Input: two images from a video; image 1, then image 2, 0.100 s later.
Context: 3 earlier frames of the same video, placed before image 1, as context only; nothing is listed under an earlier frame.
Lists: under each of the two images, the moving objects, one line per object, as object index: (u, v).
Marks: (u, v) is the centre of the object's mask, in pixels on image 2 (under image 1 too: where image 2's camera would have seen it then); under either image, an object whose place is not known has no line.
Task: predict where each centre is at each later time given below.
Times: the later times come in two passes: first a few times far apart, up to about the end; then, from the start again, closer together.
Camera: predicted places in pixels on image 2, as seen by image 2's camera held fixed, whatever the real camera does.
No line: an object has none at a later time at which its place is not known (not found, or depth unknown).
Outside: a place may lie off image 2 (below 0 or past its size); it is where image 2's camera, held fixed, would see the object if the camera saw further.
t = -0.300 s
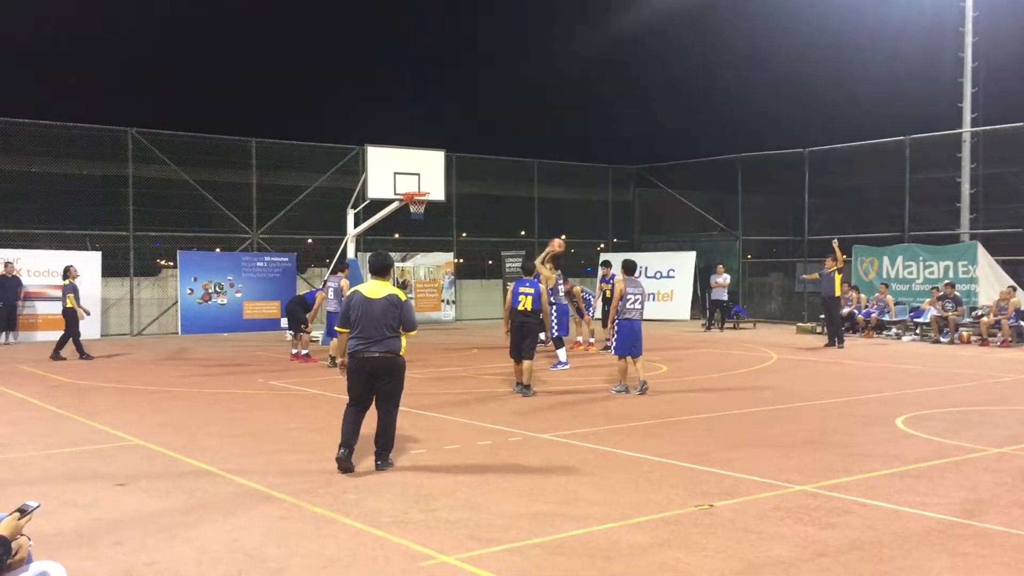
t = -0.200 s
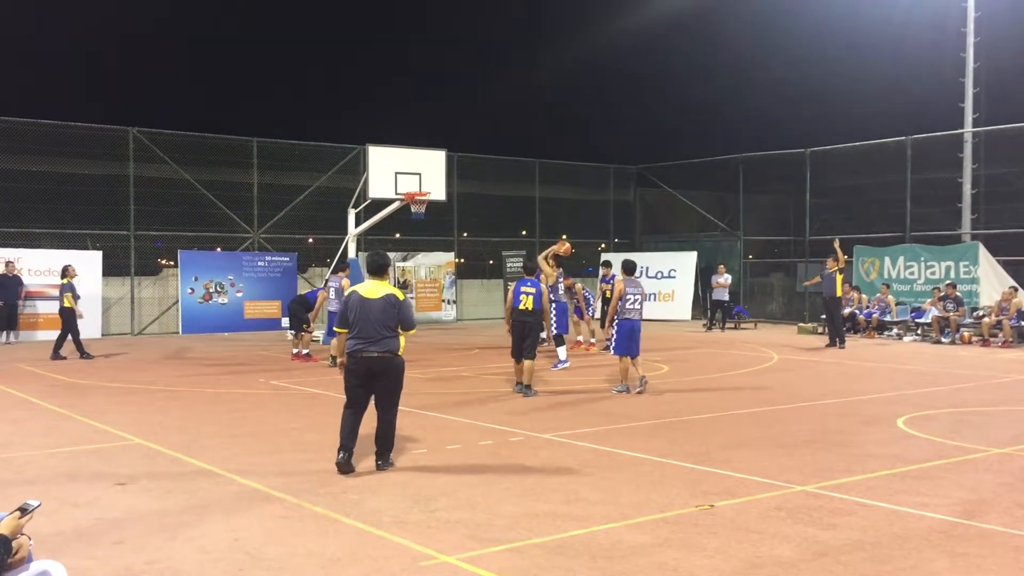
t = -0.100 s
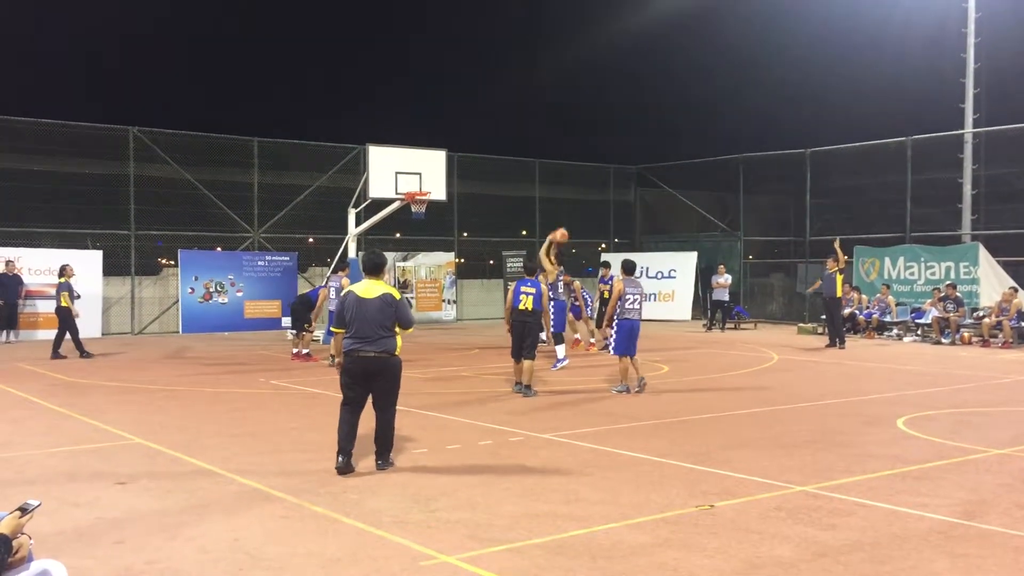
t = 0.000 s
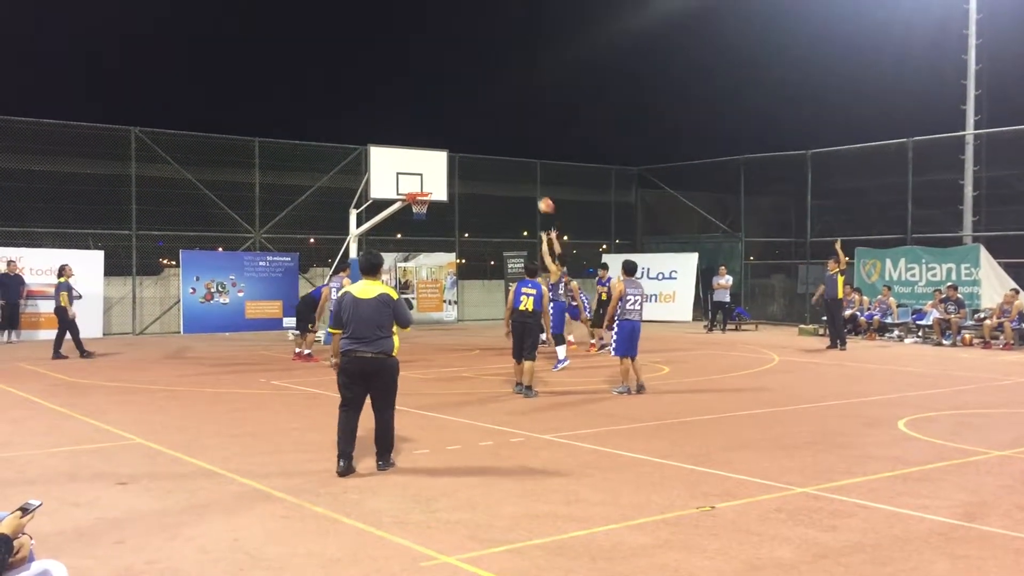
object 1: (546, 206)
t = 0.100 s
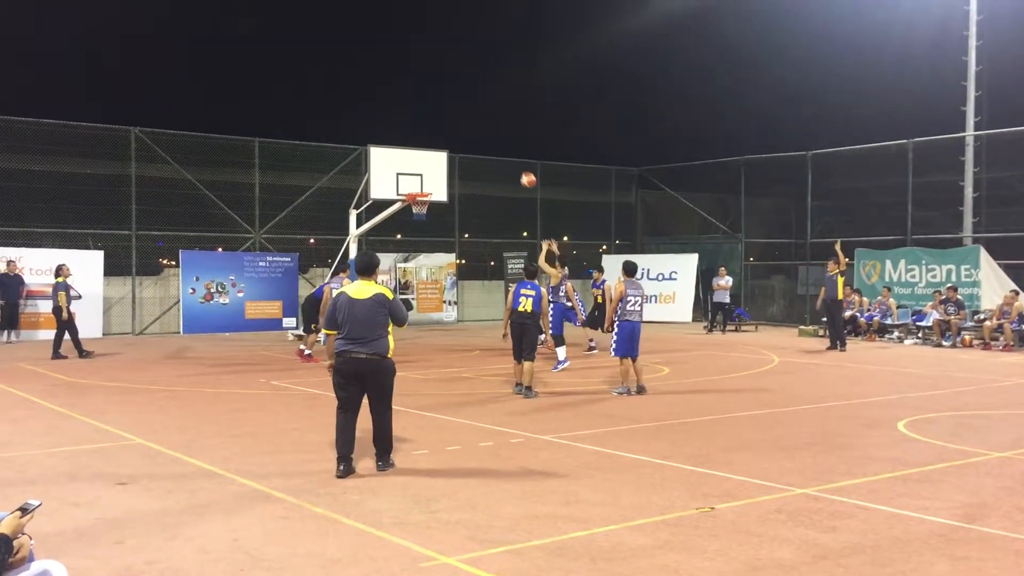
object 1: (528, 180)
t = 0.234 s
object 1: (506, 156)
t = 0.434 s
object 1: (475, 140)
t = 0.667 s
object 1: (443, 149)
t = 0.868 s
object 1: (419, 179)
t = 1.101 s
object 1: (441, 169)
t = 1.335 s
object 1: (479, 167)
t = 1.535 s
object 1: (511, 187)
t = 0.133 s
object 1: (522, 172)
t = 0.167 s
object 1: (517, 166)
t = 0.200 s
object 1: (511, 161)
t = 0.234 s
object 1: (506, 156)
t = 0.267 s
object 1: (500, 151)
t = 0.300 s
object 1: (495, 147)
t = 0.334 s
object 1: (490, 144)
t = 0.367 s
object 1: (485, 142)
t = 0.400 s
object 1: (480, 141)
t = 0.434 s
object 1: (475, 140)
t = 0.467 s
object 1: (470, 139)
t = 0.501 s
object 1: (466, 140)
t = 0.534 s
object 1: (461, 140)
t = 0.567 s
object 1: (456, 142)
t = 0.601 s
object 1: (452, 144)
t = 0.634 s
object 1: (448, 146)
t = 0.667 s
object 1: (443, 149)
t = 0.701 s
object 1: (439, 153)
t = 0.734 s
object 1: (434, 157)
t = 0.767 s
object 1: (430, 162)
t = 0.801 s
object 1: (426, 167)
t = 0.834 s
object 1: (422, 172)
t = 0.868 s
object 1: (419, 179)
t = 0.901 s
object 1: (415, 186)
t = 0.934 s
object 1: (414, 187)
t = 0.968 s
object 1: (419, 184)
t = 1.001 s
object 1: (424, 179)
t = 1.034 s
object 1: (430, 176)
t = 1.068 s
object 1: (436, 172)
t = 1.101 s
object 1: (441, 169)
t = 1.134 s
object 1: (447, 167)
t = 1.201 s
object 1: (457, 165)
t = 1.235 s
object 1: (463, 165)
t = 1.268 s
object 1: (468, 165)
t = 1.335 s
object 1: (479, 167)
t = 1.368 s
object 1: (484, 169)
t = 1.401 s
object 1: (490, 172)
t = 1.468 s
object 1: (500, 178)
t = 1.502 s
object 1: (506, 183)
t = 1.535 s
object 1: (511, 187)
